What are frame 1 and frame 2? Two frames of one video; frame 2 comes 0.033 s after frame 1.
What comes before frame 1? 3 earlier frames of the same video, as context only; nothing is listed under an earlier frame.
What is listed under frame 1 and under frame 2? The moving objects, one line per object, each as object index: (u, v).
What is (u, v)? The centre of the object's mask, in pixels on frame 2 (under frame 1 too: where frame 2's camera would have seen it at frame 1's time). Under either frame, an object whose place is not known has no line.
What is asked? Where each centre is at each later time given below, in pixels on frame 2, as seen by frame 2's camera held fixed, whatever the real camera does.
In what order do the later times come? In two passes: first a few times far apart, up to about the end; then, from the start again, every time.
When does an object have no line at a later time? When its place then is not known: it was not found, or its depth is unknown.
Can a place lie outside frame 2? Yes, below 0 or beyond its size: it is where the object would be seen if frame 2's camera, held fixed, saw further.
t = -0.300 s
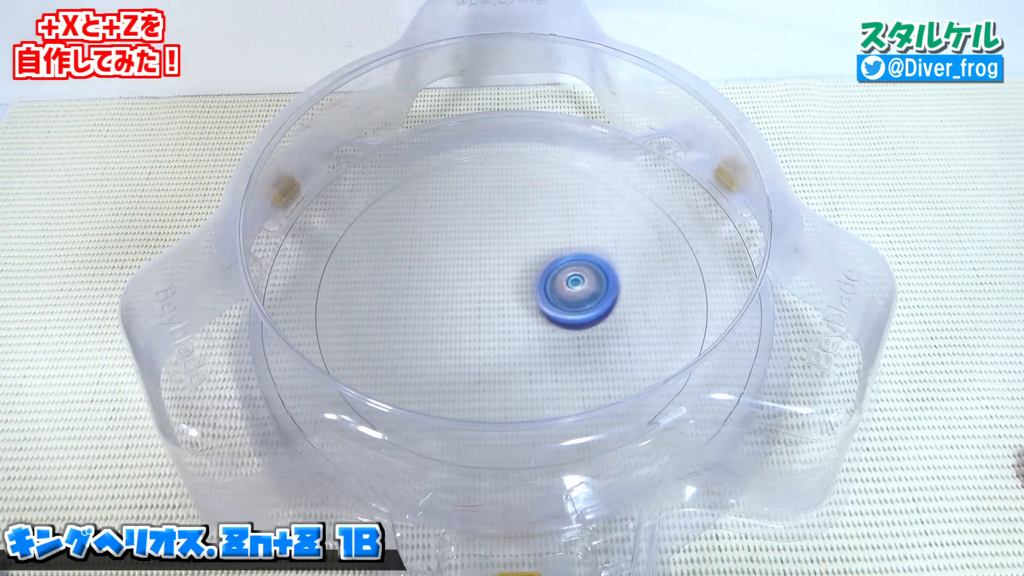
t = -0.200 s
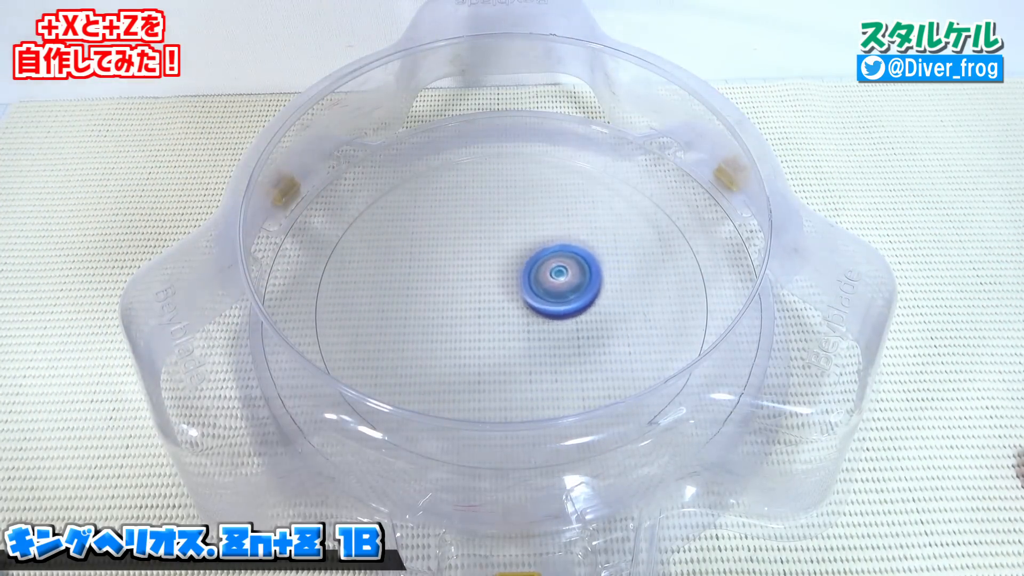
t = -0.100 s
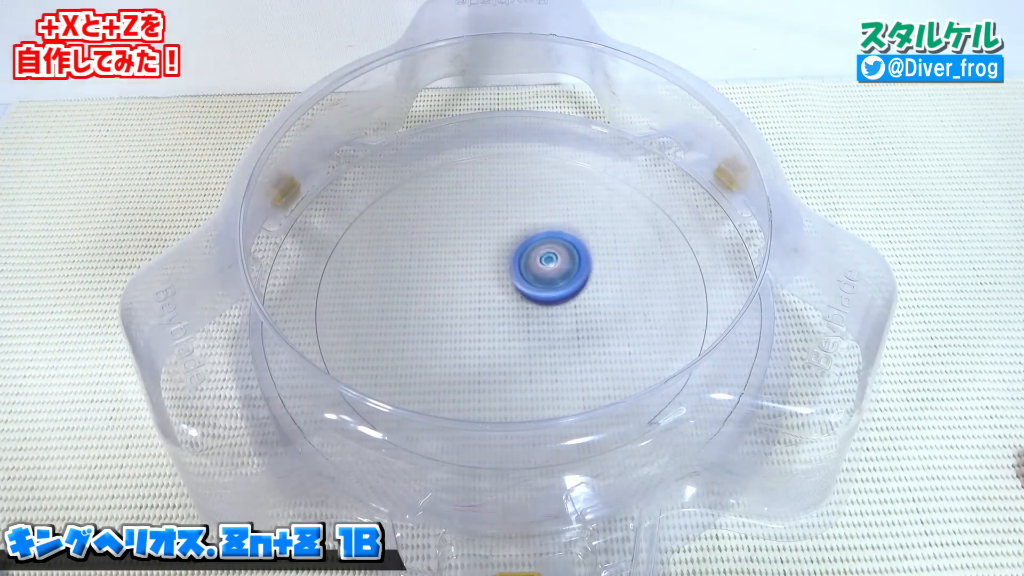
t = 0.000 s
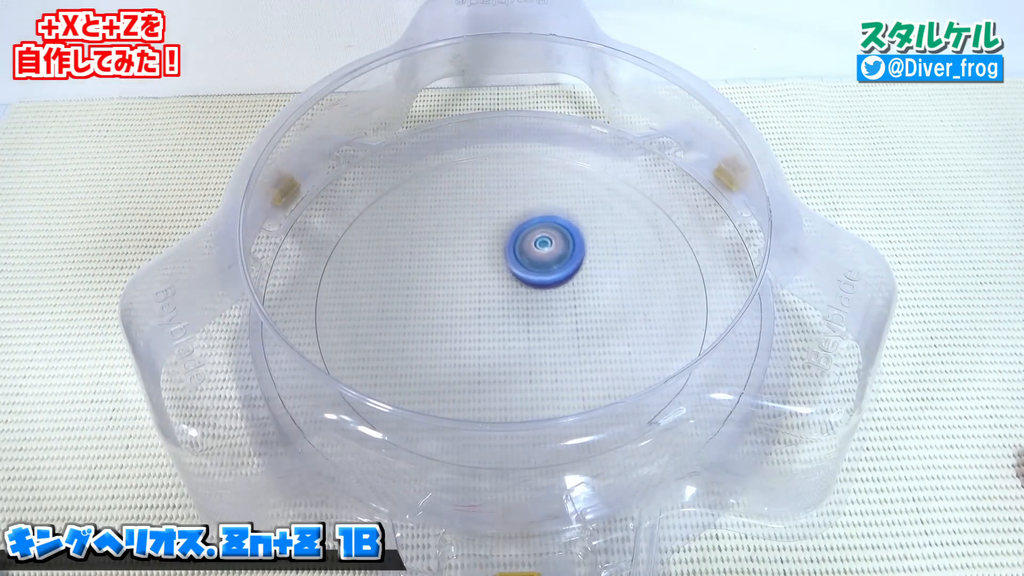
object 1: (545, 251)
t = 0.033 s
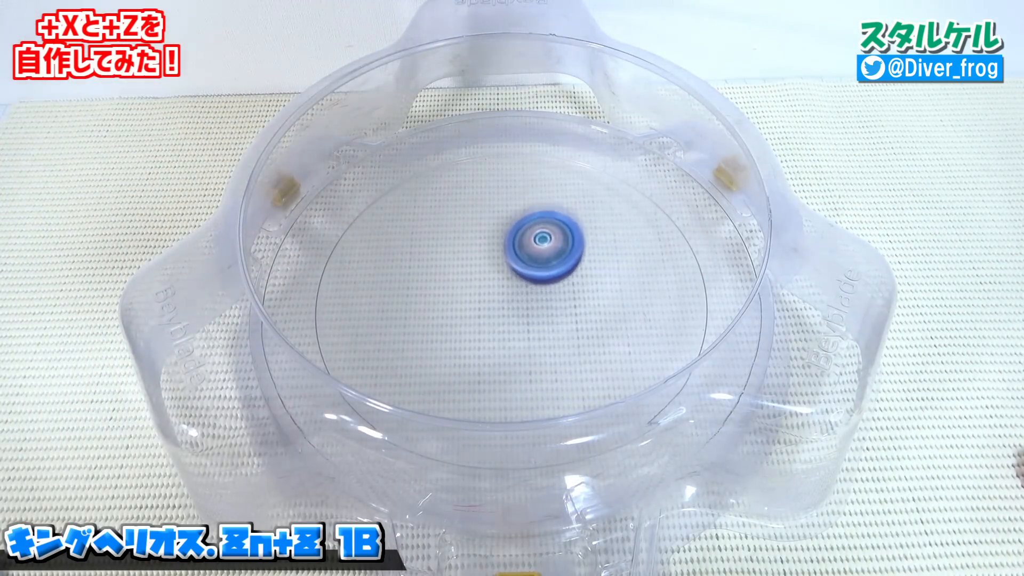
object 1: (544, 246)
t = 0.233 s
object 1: (554, 232)
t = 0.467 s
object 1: (534, 237)
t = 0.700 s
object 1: (503, 241)
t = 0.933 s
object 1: (489, 236)
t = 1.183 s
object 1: (475, 255)
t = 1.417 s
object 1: (461, 268)
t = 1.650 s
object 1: (455, 279)
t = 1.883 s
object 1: (460, 295)
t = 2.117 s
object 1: (479, 307)
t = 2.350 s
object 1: (492, 314)
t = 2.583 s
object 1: (508, 320)
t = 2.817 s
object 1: (524, 316)
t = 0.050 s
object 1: (544, 244)
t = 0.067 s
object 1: (544, 242)
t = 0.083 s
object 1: (545, 240)
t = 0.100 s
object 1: (545, 239)
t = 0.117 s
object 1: (546, 237)
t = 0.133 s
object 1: (547, 236)
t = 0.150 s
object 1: (548, 235)
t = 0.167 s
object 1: (549, 234)
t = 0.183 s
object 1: (551, 233)
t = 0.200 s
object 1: (552, 233)
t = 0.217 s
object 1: (553, 232)
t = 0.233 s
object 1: (554, 232)
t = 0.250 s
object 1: (555, 232)
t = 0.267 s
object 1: (555, 231)
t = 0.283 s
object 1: (555, 231)
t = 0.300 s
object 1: (555, 231)
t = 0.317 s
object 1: (555, 231)
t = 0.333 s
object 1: (554, 231)
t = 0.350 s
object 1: (552, 231)
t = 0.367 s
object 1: (550, 232)
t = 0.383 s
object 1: (548, 232)
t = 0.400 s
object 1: (545, 233)
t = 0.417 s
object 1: (543, 234)
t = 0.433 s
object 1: (540, 235)
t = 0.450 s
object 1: (537, 236)
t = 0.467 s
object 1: (534, 237)
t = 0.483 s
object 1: (531, 238)
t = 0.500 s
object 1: (528, 240)
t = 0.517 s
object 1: (526, 241)
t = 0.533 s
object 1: (524, 242)
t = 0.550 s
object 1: (521, 243)
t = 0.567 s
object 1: (519, 243)
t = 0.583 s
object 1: (518, 244)
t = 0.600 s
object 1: (516, 244)
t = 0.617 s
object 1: (514, 244)
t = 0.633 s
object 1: (512, 243)
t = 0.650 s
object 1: (510, 243)
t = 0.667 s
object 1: (508, 243)
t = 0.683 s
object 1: (506, 242)
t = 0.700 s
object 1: (503, 241)
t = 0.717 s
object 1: (502, 241)
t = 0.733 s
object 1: (500, 240)
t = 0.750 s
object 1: (498, 239)
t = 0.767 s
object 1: (497, 239)
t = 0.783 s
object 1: (496, 238)
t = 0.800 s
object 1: (495, 238)
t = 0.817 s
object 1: (494, 237)
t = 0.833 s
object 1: (493, 237)
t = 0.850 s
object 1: (493, 236)
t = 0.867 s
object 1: (492, 236)
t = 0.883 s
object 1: (492, 236)
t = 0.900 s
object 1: (491, 236)
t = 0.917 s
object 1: (490, 236)
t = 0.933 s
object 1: (489, 236)
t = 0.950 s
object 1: (488, 236)
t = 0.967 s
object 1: (487, 236)
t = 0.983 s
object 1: (486, 237)
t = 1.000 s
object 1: (485, 238)
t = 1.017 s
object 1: (484, 238)
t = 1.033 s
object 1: (483, 240)
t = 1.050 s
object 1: (482, 241)
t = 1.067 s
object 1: (481, 243)
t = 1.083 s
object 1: (480, 244)
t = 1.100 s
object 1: (479, 246)
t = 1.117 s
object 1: (478, 248)
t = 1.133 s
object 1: (477, 250)
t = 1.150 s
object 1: (477, 251)
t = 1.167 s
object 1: (476, 253)
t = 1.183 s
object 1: (475, 255)
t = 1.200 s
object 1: (475, 257)
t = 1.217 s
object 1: (474, 258)
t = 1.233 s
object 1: (473, 259)
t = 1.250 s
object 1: (472, 261)
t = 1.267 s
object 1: (471, 262)
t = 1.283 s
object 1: (470, 263)
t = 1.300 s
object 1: (469, 263)
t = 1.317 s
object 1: (468, 264)
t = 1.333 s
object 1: (467, 265)
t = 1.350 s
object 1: (465, 266)
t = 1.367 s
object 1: (464, 266)
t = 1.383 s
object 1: (463, 267)
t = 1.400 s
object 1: (462, 267)
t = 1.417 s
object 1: (461, 268)
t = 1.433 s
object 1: (460, 269)
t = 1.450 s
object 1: (459, 270)
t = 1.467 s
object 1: (458, 270)
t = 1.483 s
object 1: (458, 271)
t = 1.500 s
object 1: (457, 271)
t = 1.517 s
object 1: (457, 272)
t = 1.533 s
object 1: (457, 273)
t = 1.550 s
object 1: (456, 274)
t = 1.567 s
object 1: (456, 274)
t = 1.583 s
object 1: (456, 275)
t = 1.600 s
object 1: (456, 276)
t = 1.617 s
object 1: (455, 277)
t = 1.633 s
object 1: (455, 278)
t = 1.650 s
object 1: (455, 279)
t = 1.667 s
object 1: (454, 280)
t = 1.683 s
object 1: (454, 281)
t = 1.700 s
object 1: (454, 281)
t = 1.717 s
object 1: (454, 283)
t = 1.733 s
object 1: (454, 284)
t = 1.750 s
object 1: (454, 285)
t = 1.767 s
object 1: (454, 286)
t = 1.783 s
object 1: (455, 287)
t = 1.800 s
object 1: (455, 289)
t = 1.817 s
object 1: (456, 290)
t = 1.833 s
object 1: (457, 292)
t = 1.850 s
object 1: (458, 293)
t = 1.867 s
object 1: (459, 294)
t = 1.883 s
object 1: (460, 295)
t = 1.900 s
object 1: (462, 297)
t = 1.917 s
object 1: (463, 298)
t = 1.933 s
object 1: (465, 299)
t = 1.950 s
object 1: (466, 300)
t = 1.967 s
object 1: (467, 301)
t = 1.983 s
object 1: (469, 301)
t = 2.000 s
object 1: (470, 303)
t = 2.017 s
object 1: (471, 303)
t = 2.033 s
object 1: (473, 304)
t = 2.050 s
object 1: (474, 305)
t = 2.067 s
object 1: (476, 306)
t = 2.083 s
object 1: (477, 306)
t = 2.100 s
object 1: (478, 307)
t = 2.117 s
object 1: (479, 307)
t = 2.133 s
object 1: (480, 308)
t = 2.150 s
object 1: (481, 308)
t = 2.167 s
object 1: (482, 309)
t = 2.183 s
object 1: (483, 310)
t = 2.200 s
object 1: (484, 310)
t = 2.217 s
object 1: (485, 311)
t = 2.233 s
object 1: (486, 311)
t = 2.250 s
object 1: (487, 312)
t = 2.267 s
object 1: (488, 312)
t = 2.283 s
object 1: (489, 312)
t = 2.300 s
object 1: (489, 313)
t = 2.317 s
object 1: (490, 313)
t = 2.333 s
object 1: (491, 314)
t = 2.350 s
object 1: (492, 314)
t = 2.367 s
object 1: (493, 315)
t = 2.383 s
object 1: (494, 315)
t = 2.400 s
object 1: (494, 316)
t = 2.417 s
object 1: (495, 316)
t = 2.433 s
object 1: (496, 317)
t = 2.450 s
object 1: (497, 317)
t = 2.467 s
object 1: (498, 318)
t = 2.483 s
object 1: (499, 318)
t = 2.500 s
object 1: (501, 318)
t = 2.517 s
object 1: (502, 319)
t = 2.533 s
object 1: (504, 319)
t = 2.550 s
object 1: (505, 320)
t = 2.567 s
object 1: (506, 320)
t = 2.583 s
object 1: (508, 320)
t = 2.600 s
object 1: (509, 320)
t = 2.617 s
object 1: (510, 320)
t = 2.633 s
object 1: (512, 319)
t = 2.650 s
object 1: (513, 319)
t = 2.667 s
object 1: (514, 319)
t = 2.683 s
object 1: (516, 319)
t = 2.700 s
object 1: (517, 318)
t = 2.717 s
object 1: (518, 318)
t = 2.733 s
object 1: (519, 318)
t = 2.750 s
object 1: (520, 317)
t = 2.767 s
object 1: (521, 317)
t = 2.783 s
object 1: (522, 316)
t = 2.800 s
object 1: (523, 316)
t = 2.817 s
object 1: (524, 316)
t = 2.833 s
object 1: (525, 316)
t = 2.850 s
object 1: (525, 316)
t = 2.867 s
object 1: (526, 315)
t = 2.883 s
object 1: (527, 315)
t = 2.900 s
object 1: (528, 315)
